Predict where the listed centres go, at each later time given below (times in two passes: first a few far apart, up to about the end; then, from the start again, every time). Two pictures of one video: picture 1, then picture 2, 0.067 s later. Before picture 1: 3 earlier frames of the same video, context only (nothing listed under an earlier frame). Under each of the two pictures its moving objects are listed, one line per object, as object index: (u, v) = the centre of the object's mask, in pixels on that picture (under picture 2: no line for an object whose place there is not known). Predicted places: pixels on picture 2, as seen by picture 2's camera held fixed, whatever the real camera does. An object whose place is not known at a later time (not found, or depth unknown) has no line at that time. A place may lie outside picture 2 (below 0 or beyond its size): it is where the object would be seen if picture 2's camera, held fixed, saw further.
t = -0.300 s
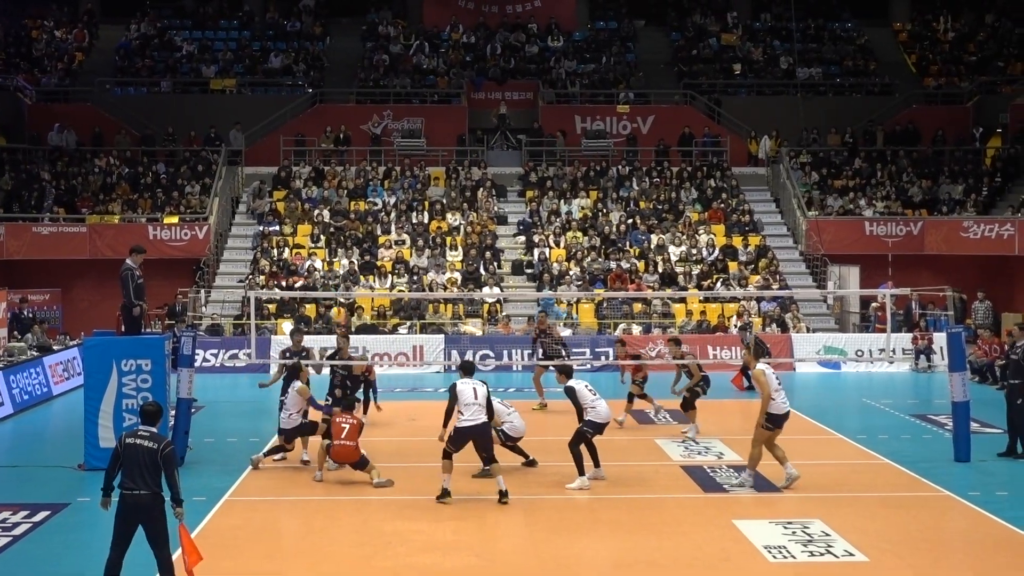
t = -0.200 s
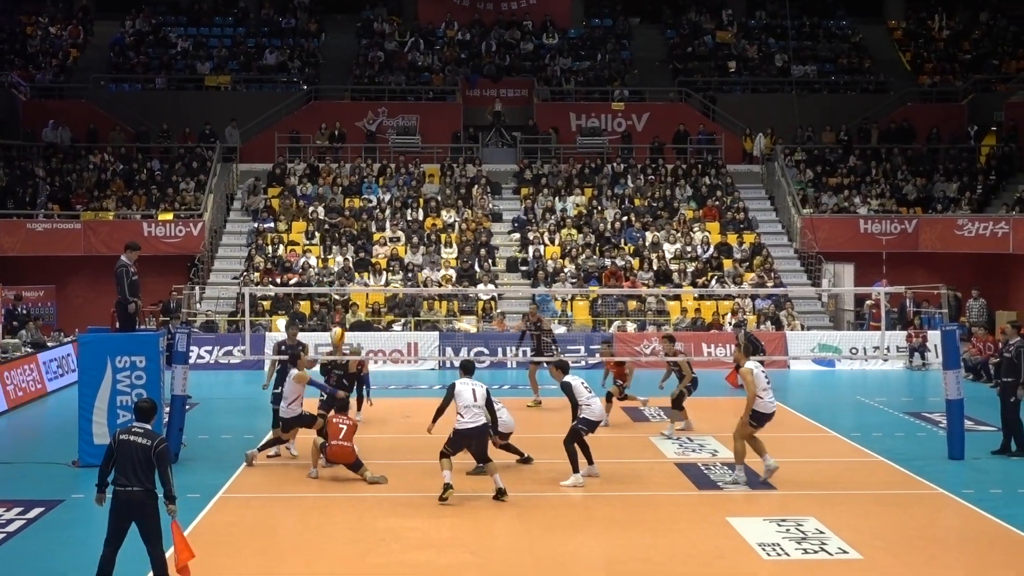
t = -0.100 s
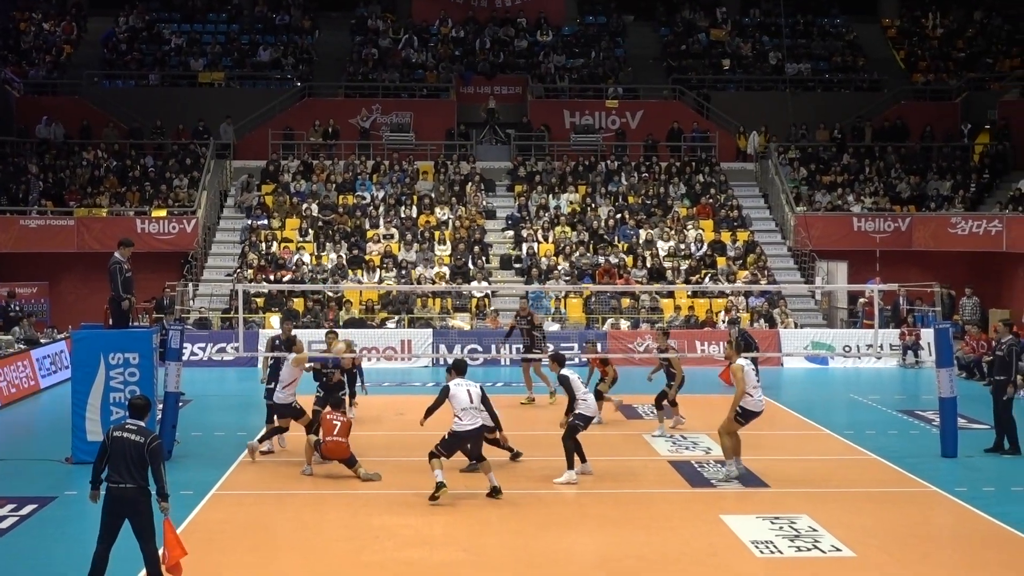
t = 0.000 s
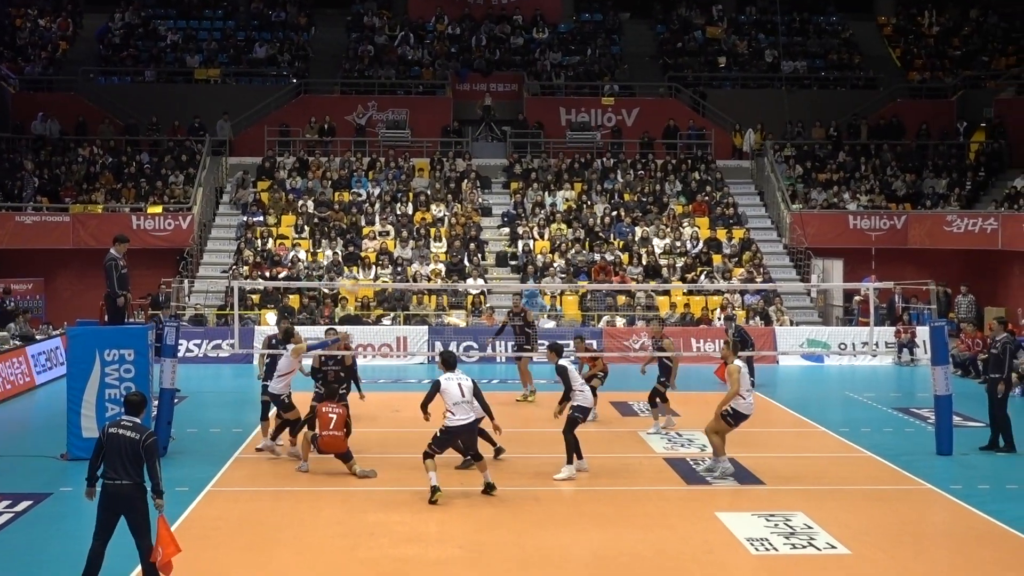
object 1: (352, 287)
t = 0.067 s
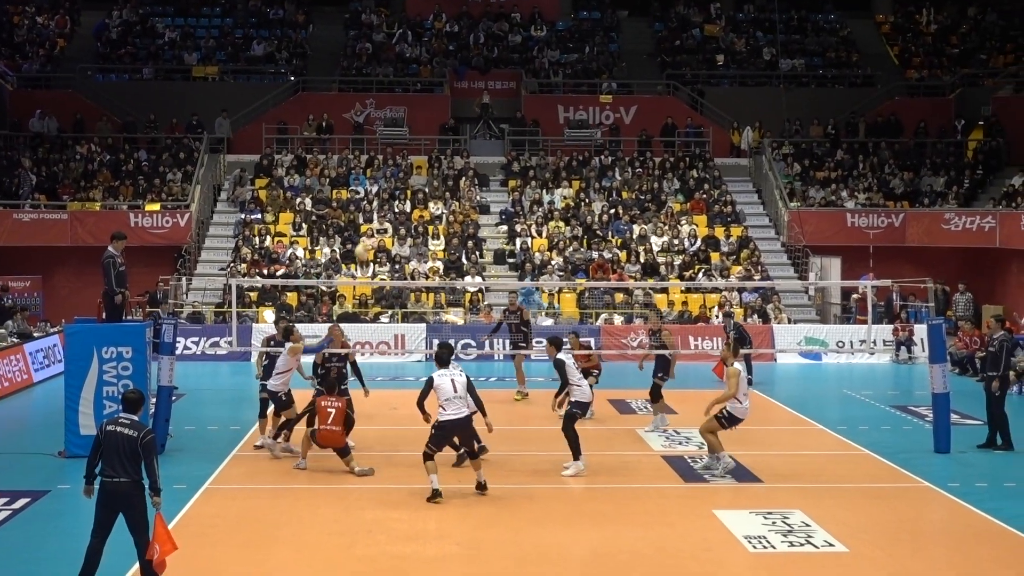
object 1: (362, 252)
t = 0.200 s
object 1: (385, 194)
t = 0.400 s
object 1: (418, 132)
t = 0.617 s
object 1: (454, 101)
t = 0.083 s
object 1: (365, 243)
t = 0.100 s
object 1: (368, 235)
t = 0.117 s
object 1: (370, 228)
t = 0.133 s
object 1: (372, 218)
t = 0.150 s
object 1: (377, 213)
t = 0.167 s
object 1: (380, 207)
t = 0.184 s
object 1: (383, 200)
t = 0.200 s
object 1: (385, 194)
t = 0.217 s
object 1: (388, 188)
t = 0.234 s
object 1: (391, 181)
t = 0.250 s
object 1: (394, 176)
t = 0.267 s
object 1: (397, 170)
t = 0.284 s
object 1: (399, 165)
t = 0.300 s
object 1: (402, 159)
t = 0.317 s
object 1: (404, 154)
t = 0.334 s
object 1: (407, 149)
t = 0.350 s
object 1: (410, 145)
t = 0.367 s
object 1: (413, 141)
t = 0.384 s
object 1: (415, 136)
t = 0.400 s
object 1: (418, 132)
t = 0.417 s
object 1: (421, 129)
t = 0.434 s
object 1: (424, 125)
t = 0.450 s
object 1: (426, 122)
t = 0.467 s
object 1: (429, 119)
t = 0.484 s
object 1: (432, 116)
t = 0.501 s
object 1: (435, 113)
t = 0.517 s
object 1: (437, 111)
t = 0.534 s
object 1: (441, 108)
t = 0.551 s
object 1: (443, 106)
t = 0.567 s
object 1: (446, 104)
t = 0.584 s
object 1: (449, 103)
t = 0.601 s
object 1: (452, 101)
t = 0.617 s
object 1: (454, 101)
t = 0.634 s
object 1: (457, 99)
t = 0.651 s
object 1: (459, 99)
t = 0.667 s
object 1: (462, 98)
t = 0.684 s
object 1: (465, 97)
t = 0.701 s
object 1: (468, 97)
